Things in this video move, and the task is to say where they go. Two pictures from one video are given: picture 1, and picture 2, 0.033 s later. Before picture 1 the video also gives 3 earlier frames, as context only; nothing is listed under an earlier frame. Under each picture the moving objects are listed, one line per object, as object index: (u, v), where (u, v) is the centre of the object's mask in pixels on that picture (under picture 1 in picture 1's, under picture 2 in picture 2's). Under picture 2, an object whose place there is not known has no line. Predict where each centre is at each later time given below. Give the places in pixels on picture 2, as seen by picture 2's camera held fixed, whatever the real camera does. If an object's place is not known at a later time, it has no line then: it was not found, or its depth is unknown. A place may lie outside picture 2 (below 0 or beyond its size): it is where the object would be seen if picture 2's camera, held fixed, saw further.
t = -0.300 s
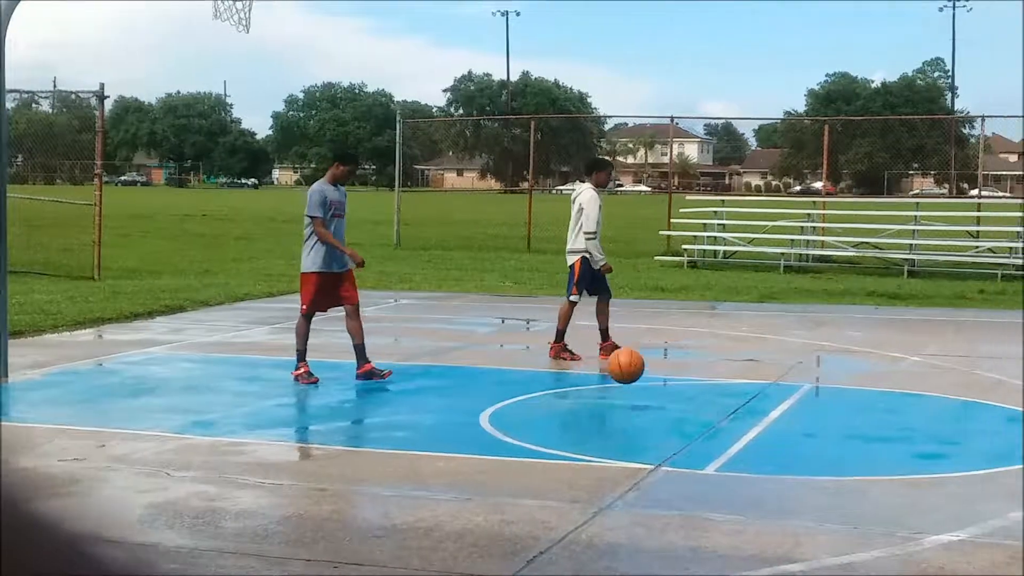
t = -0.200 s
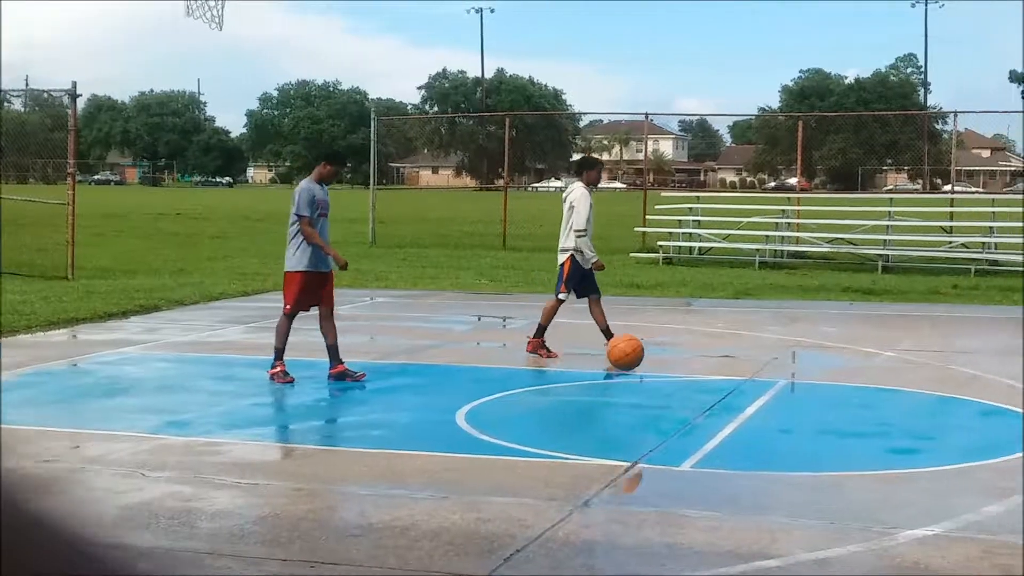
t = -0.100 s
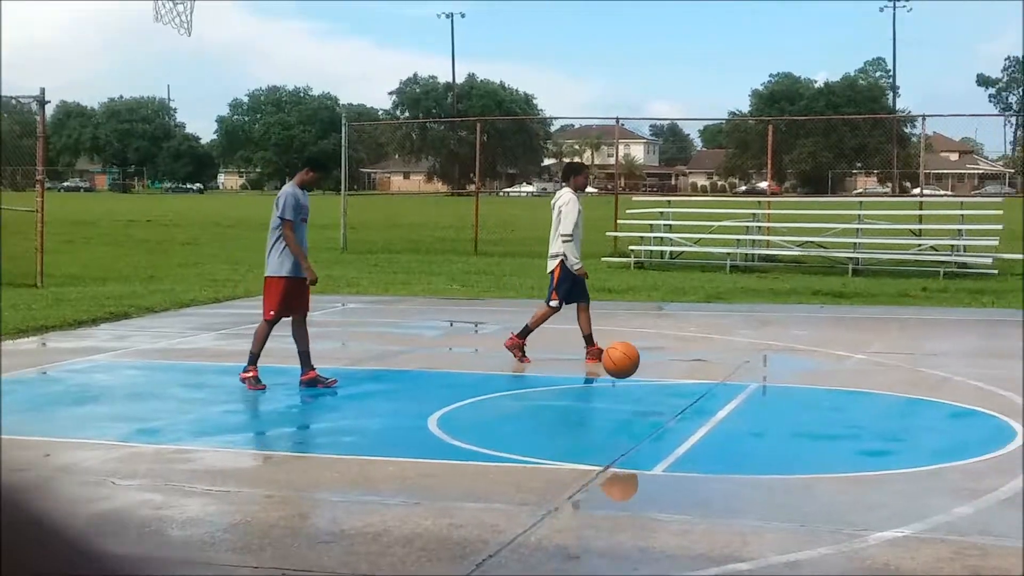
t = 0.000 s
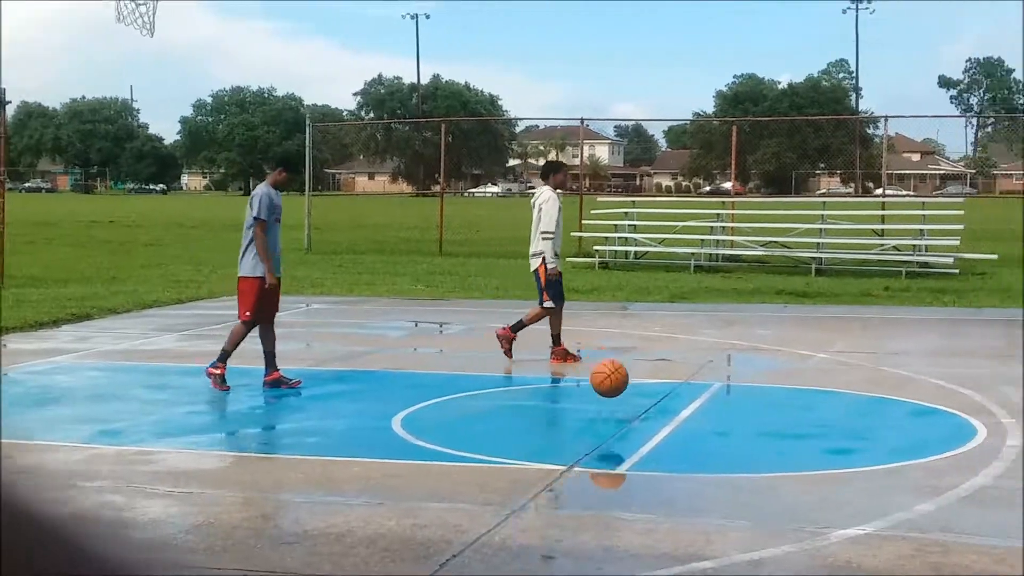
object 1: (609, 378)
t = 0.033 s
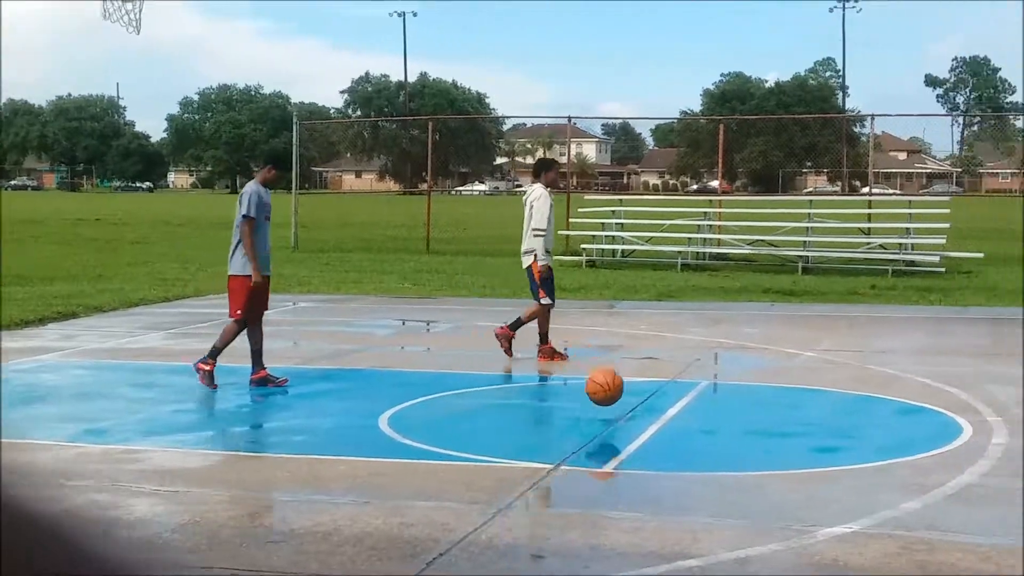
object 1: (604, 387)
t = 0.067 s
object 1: (612, 398)
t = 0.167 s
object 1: (635, 391)
